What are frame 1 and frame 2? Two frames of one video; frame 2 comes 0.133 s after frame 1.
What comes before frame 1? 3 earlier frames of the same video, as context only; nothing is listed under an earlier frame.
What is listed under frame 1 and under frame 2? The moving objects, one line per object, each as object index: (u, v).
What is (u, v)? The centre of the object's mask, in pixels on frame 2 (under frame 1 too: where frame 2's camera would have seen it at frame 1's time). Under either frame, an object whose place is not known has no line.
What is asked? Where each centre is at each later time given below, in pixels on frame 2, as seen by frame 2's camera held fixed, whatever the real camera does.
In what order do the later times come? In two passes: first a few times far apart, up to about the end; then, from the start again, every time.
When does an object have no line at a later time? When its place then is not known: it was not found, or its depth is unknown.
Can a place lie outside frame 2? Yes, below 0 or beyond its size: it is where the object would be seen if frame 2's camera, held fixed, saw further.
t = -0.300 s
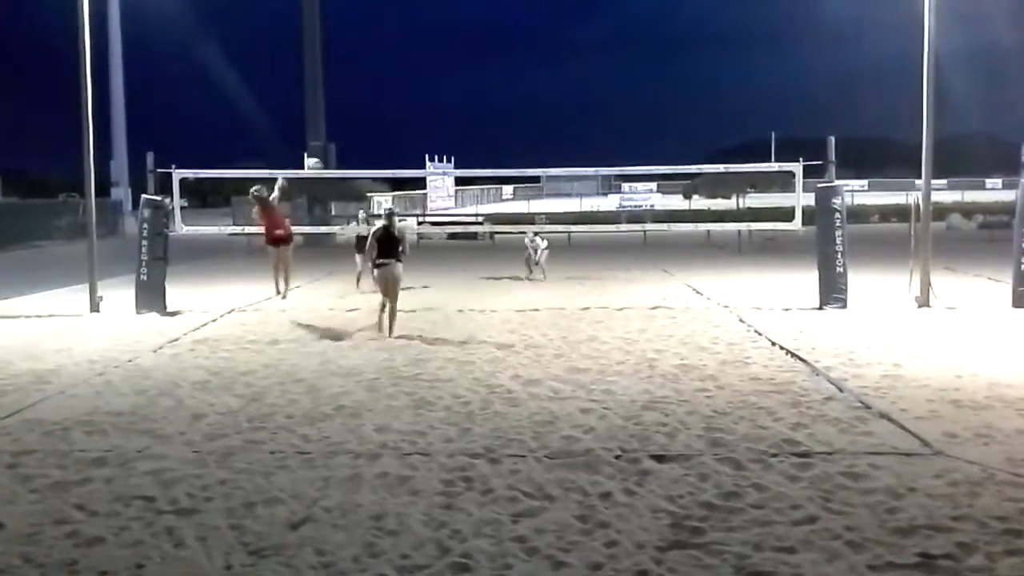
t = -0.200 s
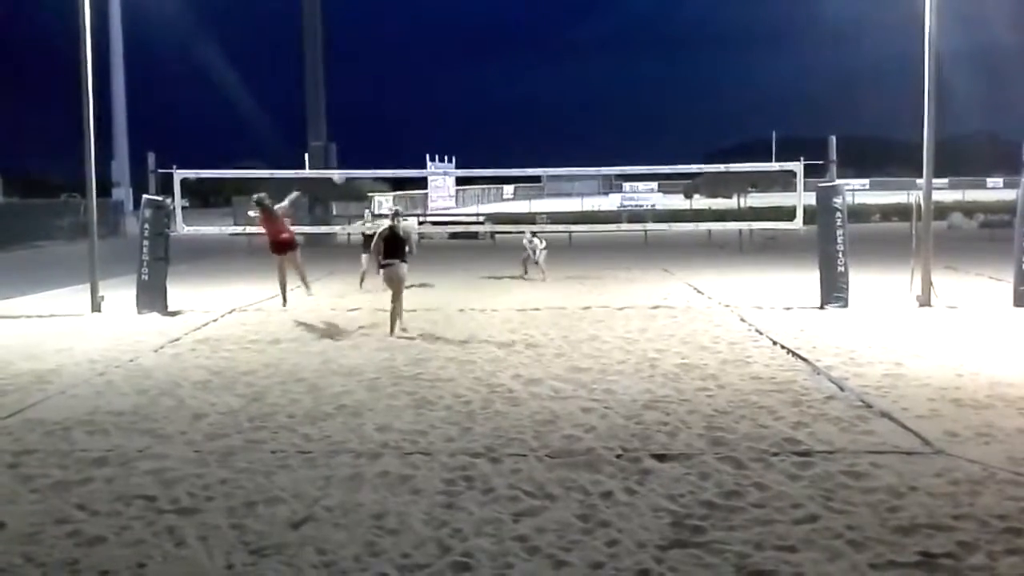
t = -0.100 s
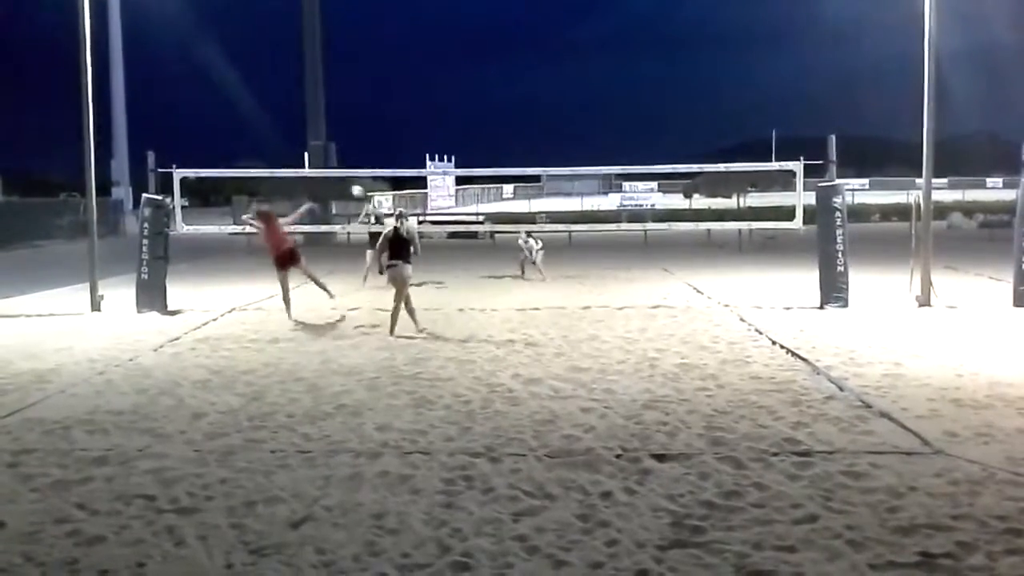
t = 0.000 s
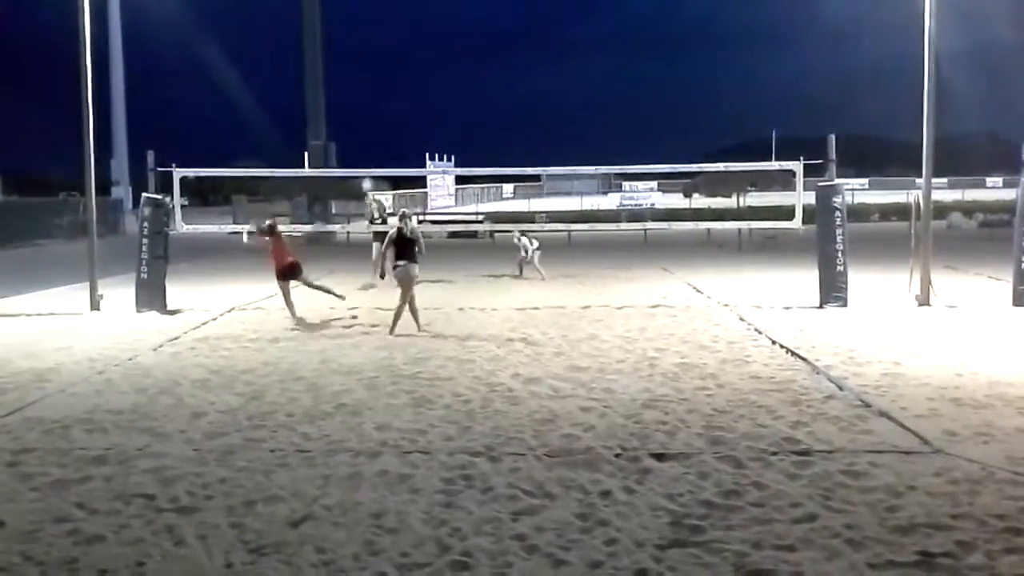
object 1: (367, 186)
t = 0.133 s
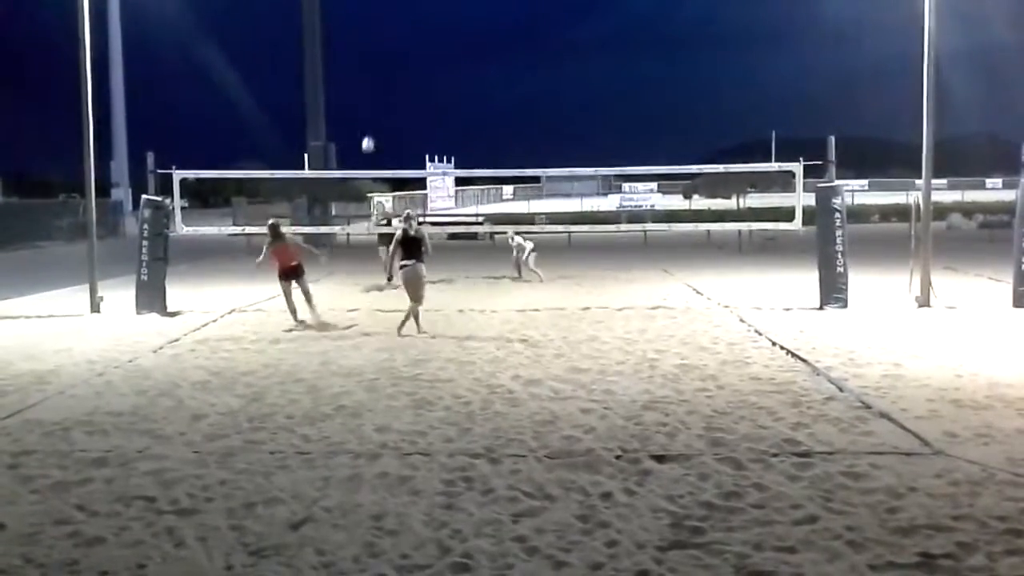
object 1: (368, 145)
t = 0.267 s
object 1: (369, 110)
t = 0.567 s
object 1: (371, 61)
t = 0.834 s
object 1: (375, 58)
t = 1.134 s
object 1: (381, 107)
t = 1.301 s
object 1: (385, 160)
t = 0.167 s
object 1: (368, 135)
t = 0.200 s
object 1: (368, 126)
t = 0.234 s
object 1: (368, 118)
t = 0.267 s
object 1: (369, 110)
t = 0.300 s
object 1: (369, 102)
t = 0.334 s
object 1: (369, 95)
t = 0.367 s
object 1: (370, 89)
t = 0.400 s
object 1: (370, 83)
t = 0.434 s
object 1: (370, 77)
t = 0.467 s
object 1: (370, 72)
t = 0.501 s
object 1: (370, 68)
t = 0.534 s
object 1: (373, 65)
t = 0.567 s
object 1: (371, 61)
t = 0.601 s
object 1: (372, 59)
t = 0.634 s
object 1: (372, 57)
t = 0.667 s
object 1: (372, 55)
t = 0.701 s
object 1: (373, 55)
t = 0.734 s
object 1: (373, 55)
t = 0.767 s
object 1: (374, 55)
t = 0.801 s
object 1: (375, 56)
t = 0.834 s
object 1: (375, 58)
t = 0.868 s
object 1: (376, 61)
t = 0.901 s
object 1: (376, 64)
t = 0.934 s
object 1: (377, 69)
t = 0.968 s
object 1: (378, 73)
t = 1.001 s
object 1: (378, 79)
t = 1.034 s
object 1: (379, 85)
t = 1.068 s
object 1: (380, 92)
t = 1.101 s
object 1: (380, 99)
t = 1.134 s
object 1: (381, 107)
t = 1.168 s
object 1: (382, 117)
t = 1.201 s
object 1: (383, 126)
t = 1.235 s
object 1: (384, 137)
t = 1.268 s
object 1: (384, 148)
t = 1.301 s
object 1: (385, 160)
